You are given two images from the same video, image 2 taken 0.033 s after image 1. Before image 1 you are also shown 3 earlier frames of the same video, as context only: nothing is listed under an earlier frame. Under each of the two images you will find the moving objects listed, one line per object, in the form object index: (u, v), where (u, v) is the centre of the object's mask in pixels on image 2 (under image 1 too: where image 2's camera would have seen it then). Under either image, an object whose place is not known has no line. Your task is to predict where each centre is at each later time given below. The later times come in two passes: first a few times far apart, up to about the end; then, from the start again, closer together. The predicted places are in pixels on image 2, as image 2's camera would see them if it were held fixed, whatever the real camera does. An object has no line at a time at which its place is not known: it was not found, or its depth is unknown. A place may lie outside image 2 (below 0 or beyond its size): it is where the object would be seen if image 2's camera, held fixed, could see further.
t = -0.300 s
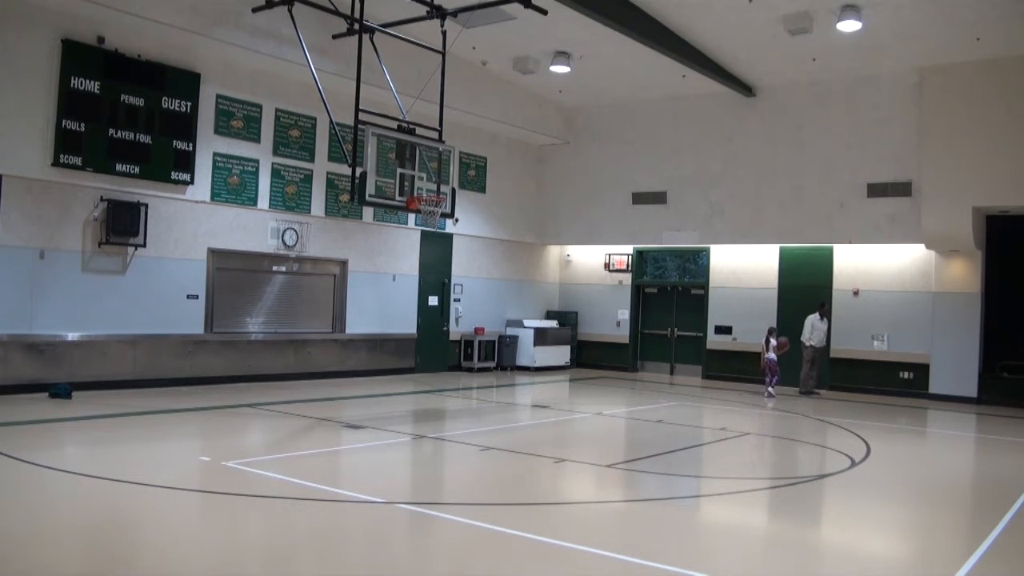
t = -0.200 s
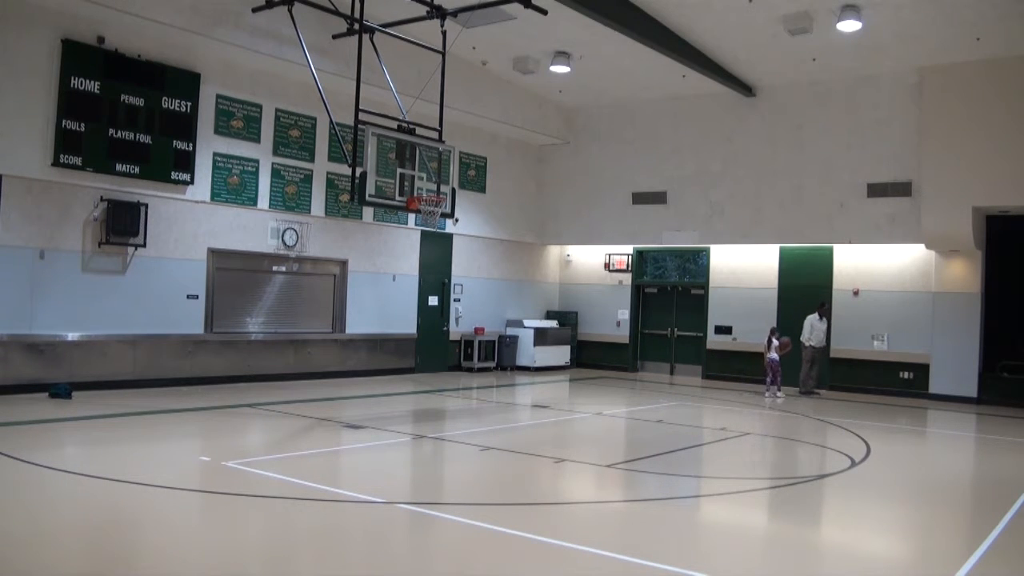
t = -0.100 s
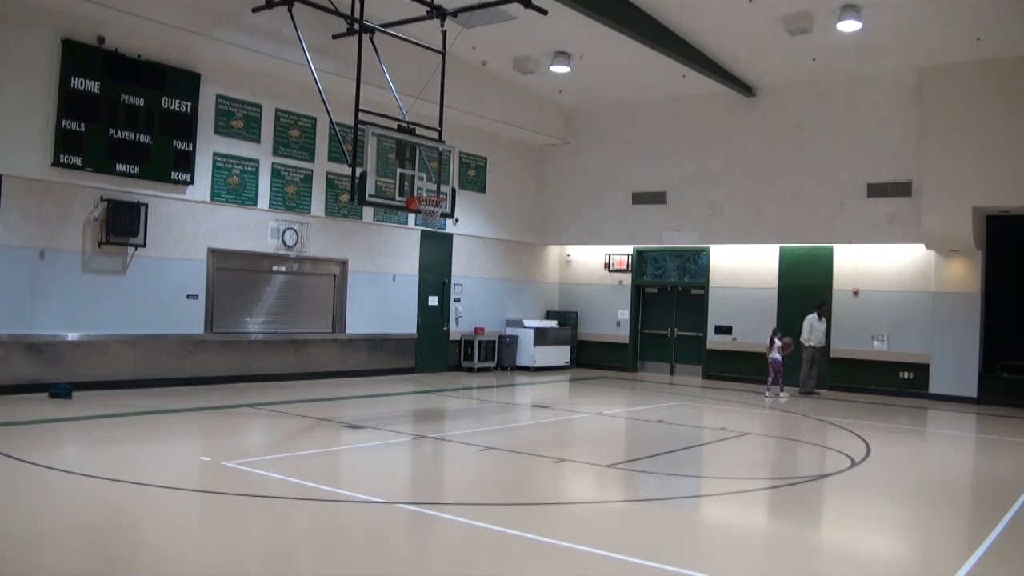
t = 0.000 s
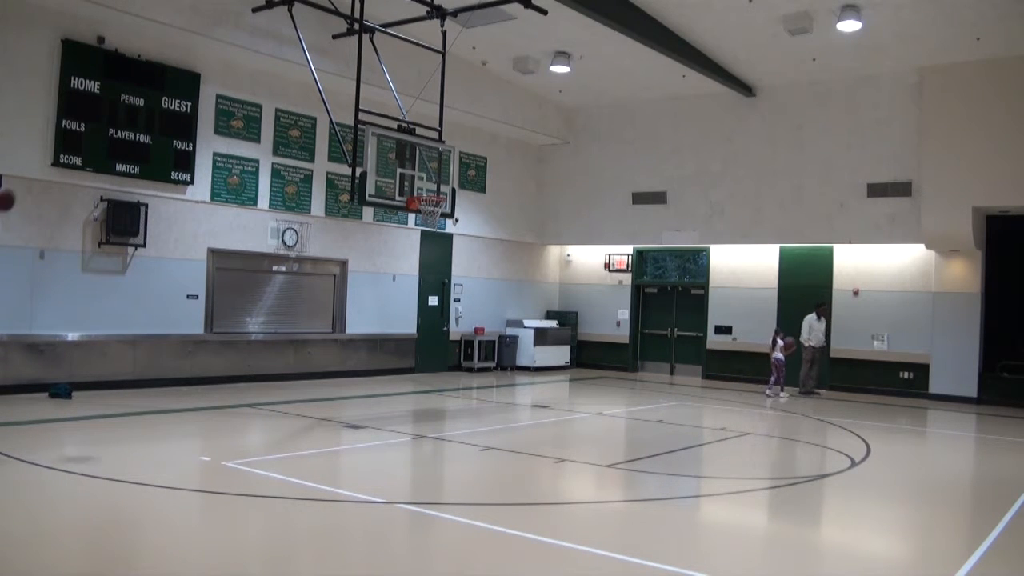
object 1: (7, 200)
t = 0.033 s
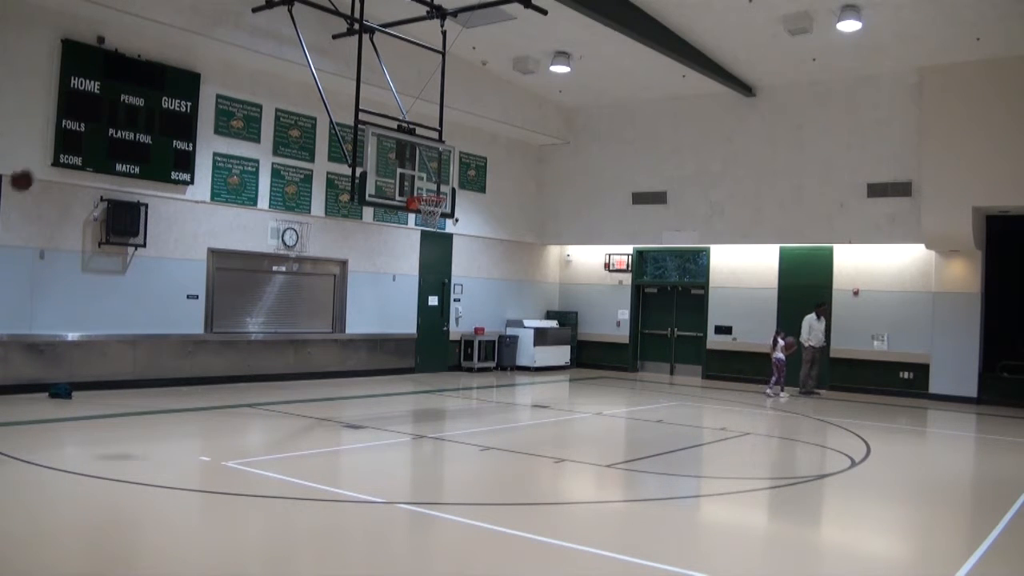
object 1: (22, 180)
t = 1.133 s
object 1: (412, 170)
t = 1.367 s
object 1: (445, 213)
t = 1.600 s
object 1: (460, 239)
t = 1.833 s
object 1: (474, 301)
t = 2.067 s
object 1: (488, 397)
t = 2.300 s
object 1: (491, 337)
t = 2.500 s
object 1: (492, 302)
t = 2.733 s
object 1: (492, 295)
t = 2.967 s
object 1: (490, 326)
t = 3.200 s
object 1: (486, 396)
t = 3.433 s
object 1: (490, 363)
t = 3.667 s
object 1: (492, 343)
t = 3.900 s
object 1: (494, 360)
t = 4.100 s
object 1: (494, 406)
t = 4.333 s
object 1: (497, 379)
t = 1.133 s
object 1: (412, 170)
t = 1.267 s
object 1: (435, 213)
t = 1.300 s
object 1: (439, 213)
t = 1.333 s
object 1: (442, 214)
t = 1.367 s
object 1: (445, 213)
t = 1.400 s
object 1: (447, 216)
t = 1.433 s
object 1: (449, 218)
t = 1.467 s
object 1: (451, 221)
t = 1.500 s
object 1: (454, 224)
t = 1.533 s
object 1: (456, 228)
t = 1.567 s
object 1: (458, 233)
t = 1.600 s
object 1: (460, 239)
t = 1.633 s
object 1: (462, 246)
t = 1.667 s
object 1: (464, 254)
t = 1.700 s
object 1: (466, 262)
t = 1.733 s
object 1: (468, 270)
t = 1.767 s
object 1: (470, 280)
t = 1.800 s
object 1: (472, 290)
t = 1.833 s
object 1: (474, 301)
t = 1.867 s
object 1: (476, 313)
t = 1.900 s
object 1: (478, 326)
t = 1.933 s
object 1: (481, 337)
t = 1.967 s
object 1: (482, 352)
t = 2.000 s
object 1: (484, 367)
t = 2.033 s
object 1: (486, 382)
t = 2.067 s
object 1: (488, 397)
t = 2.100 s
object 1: (489, 397)
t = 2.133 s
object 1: (489, 385)
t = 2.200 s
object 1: (490, 364)
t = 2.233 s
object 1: (491, 353)
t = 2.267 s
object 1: (491, 346)
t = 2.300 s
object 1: (491, 337)
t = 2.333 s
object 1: (492, 329)
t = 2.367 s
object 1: (492, 322)
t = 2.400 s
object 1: (491, 316)
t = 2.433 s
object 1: (492, 311)
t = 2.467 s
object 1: (492, 306)
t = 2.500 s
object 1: (492, 302)
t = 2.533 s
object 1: (492, 299)
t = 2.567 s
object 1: (492, 297)
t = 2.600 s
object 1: (492, 295)
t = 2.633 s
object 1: (492, 294)
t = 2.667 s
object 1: (492, 294)
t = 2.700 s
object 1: (492, 294)
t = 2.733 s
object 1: (492, 295)
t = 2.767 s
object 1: (491, 298)
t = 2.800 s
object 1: (491, 300)
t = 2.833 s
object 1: (491, 304)
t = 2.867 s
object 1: (491, 308)
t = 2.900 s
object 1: (490, 314)
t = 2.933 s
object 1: (490, 320)
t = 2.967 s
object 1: (490, 326)
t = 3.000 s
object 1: (490, 334)
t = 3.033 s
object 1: (489, 349)
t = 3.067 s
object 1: (489, 352)
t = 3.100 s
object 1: (489, 363)
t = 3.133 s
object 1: (487, 373)
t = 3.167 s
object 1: (487, 384)
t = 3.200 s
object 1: (486, 396)
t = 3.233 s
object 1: (486, 409)
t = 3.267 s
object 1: (486, 402)
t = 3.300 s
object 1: (487, 392)
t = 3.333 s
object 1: (487, 384)
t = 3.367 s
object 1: (488, 376)
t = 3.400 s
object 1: (489, 370)
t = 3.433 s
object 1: (490, 363)
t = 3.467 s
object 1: (491, 358)
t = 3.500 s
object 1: (491, 353)
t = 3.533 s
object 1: (491, 350)
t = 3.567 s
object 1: (492, 348)
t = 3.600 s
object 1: (492, 345)
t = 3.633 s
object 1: (492, 343)
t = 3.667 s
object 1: (492, 343)
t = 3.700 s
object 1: (493, 343)
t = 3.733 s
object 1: (493, 344)
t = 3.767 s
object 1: (493, 346)
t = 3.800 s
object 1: (493, 348)
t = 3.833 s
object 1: (493, 351)
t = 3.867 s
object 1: (494, 354)
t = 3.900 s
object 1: (494, 360)
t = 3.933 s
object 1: (494, 365)
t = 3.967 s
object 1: (494, 372)
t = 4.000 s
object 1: (494, 379)
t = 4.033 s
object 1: (494, 387)
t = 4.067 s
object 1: (494, 396)
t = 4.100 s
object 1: (494, 406)
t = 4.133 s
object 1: (494, 414)
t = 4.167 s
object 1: (495, 406)
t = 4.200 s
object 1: (495, 399)
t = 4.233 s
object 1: (495, 392)
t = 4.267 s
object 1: (496, 387)
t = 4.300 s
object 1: (497, 382)
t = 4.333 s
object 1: (497, 379)
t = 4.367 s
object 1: (498, 375)
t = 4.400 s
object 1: (498, 373)
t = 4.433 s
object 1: (498, 371)
